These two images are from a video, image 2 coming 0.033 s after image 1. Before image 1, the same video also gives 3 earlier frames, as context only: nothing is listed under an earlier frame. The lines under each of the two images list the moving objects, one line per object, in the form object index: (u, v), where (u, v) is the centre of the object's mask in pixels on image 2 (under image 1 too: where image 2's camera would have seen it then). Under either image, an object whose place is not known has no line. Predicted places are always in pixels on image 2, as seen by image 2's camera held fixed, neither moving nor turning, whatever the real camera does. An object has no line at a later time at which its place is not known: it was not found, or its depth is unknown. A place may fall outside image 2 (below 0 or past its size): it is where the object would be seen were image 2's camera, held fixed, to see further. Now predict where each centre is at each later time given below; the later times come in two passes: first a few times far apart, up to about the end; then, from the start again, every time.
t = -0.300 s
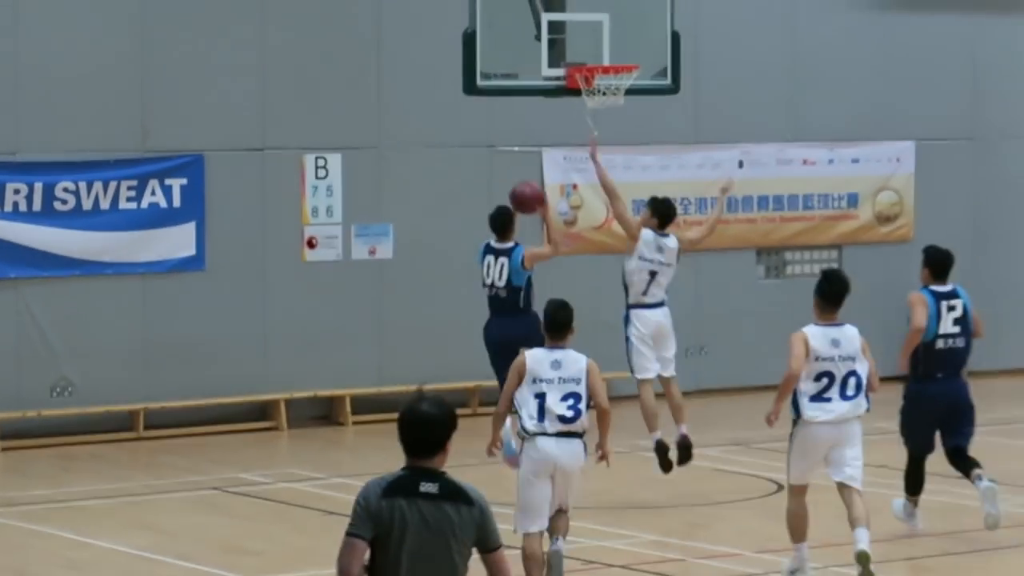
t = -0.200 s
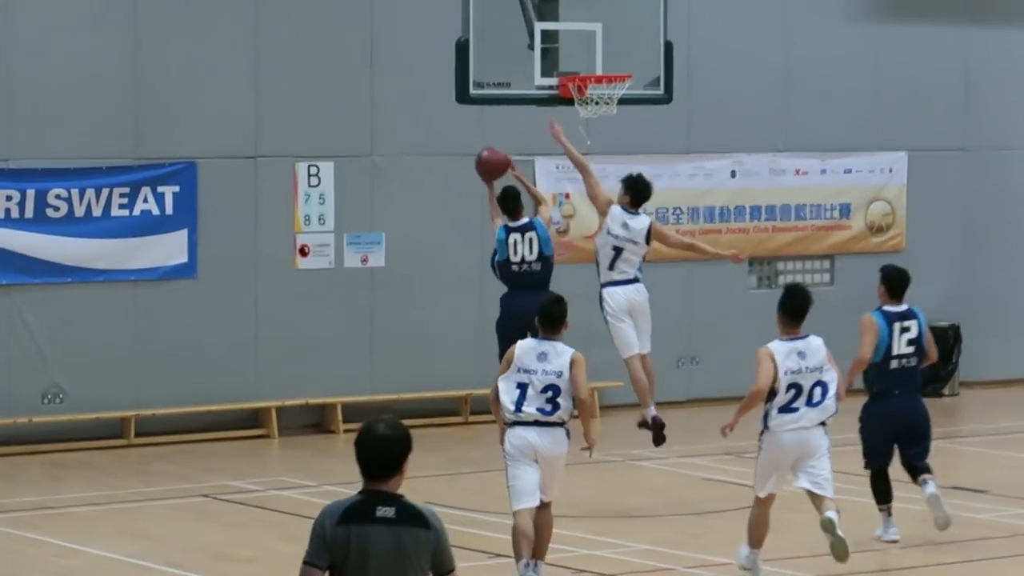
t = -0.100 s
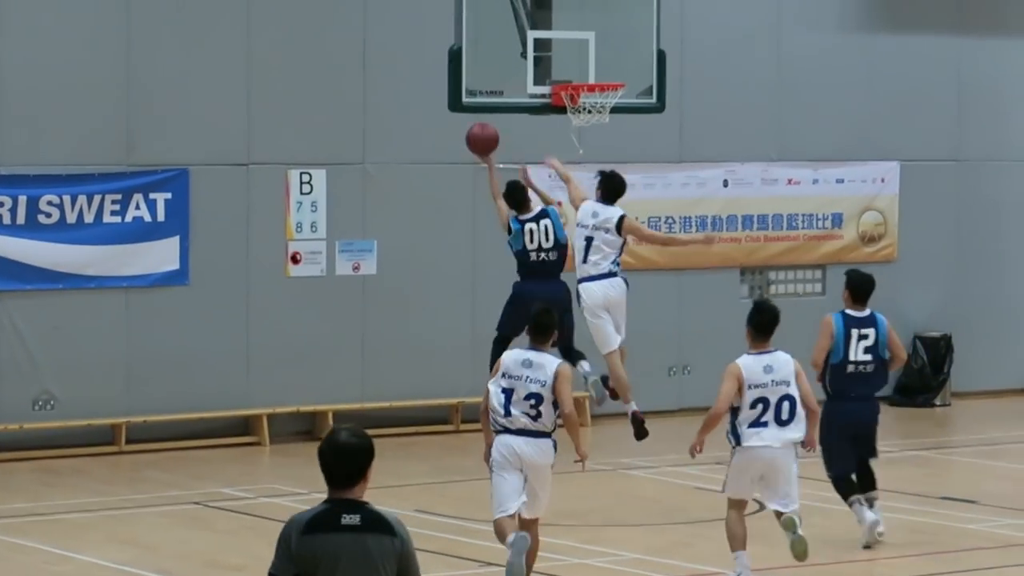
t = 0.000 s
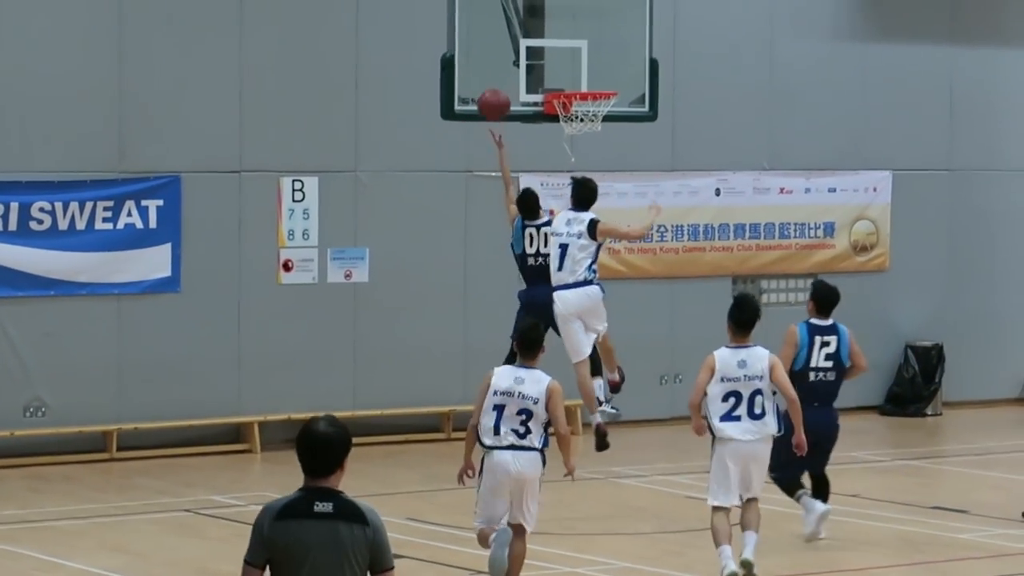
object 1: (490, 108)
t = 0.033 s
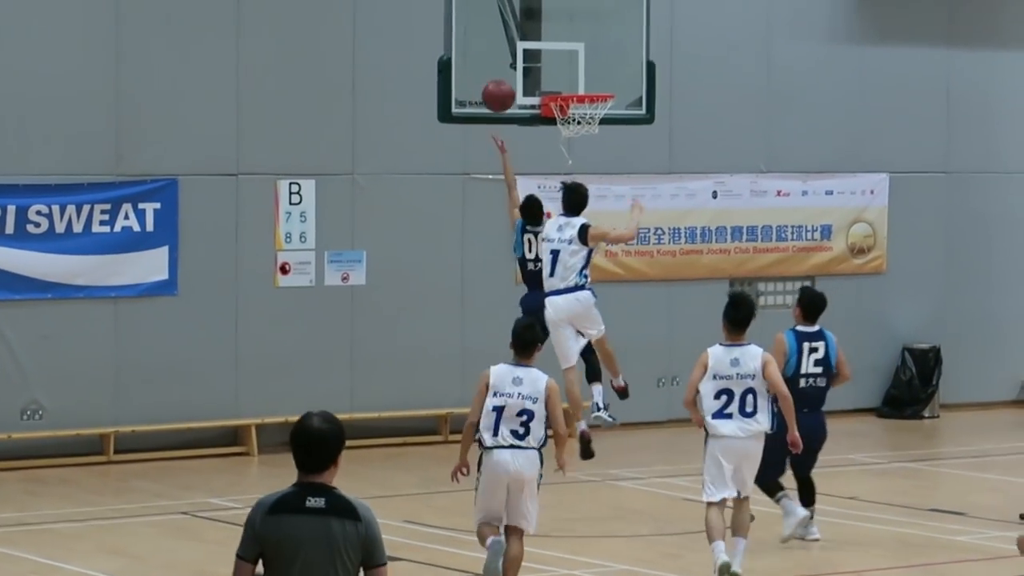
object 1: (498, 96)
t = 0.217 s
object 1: (539, 59)
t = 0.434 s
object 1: (582, 67)
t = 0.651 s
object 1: (614, 104)
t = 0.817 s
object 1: (624, 139)
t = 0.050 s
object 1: (502, 90)
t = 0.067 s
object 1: (506, 85)
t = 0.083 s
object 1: (509, 81)
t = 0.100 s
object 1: (513, 77)
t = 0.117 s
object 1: (516, 73)
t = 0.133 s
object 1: (519, 70)
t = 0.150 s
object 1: (524, 67)
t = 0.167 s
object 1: (528, 64)
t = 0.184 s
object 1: (531, 62)
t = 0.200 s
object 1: (535, 60)
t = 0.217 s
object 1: (539, 59)
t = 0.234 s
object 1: (543, 58)
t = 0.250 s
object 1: (546, 58)
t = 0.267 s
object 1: (550, 57)
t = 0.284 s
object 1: (553, 57)
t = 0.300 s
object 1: (557, 57)
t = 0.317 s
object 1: (561, 58)
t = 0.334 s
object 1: (564, 59)
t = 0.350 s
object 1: (567, 60)
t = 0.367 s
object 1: (570, 61)
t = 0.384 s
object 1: (573, 61)
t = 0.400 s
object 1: (576, 63)
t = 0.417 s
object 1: (579, 65)
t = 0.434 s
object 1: (582, 67)
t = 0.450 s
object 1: (585, 69)
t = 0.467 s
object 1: (587, 72)
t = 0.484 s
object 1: (590, 75)
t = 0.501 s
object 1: (593, 78)
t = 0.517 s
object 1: (596, 81)
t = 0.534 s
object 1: (598, 83)
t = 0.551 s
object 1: (600, 84)
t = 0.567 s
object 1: (601, 85)
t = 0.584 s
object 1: (602, 86)
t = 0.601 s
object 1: (604, 87)
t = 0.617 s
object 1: (606, 91)
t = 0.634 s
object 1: (609, 95)
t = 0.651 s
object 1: (614, 104)
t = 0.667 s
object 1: (614, 109)
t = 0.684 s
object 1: (614, 115)
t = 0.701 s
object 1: (613, 118)
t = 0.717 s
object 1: (613, 120)
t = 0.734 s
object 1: (615, 122)
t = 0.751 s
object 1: (616, 124)
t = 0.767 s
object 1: (617, 127)
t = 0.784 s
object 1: (620, 130)
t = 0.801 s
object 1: (622, 135)
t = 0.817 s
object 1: (624, 139)
